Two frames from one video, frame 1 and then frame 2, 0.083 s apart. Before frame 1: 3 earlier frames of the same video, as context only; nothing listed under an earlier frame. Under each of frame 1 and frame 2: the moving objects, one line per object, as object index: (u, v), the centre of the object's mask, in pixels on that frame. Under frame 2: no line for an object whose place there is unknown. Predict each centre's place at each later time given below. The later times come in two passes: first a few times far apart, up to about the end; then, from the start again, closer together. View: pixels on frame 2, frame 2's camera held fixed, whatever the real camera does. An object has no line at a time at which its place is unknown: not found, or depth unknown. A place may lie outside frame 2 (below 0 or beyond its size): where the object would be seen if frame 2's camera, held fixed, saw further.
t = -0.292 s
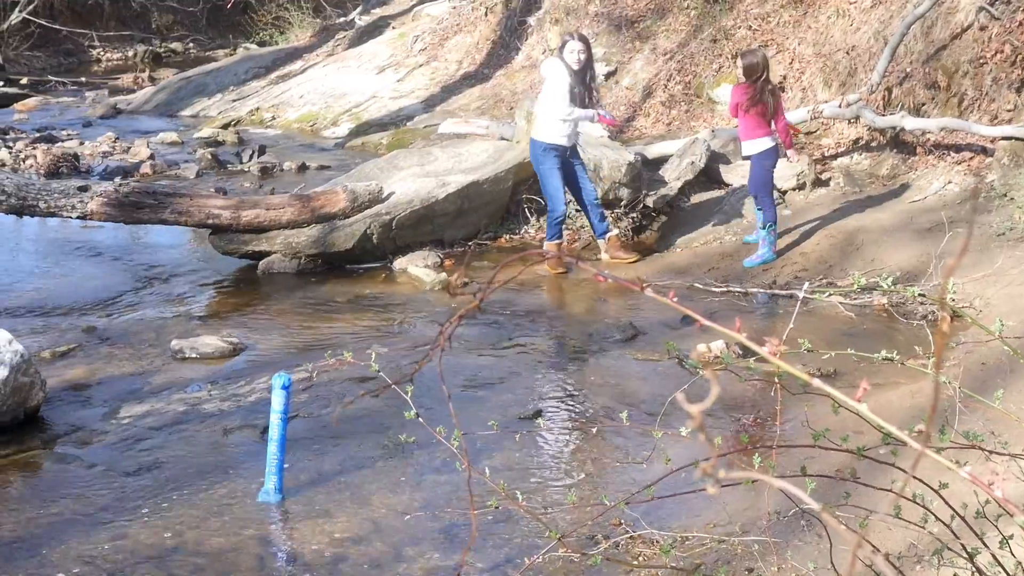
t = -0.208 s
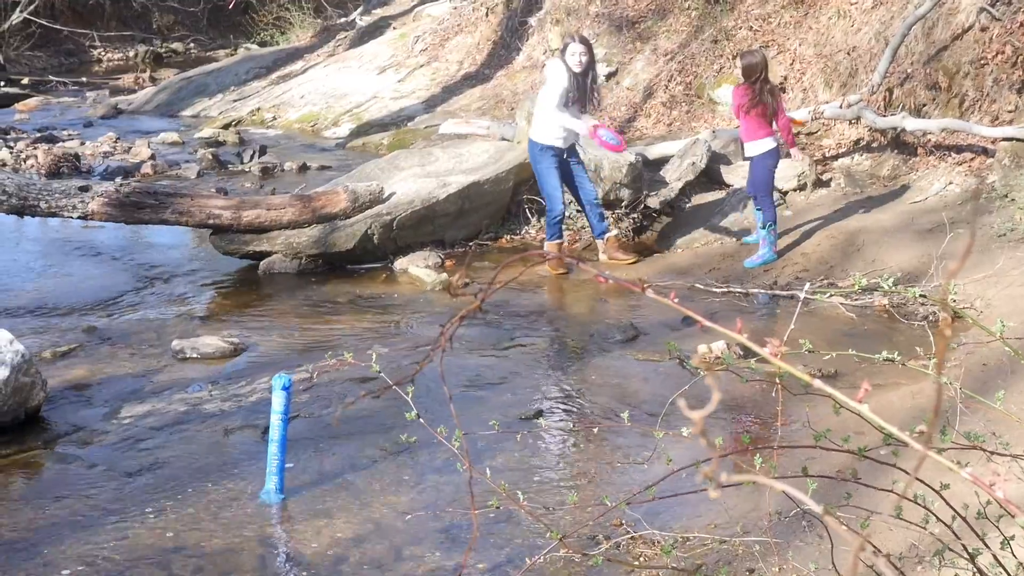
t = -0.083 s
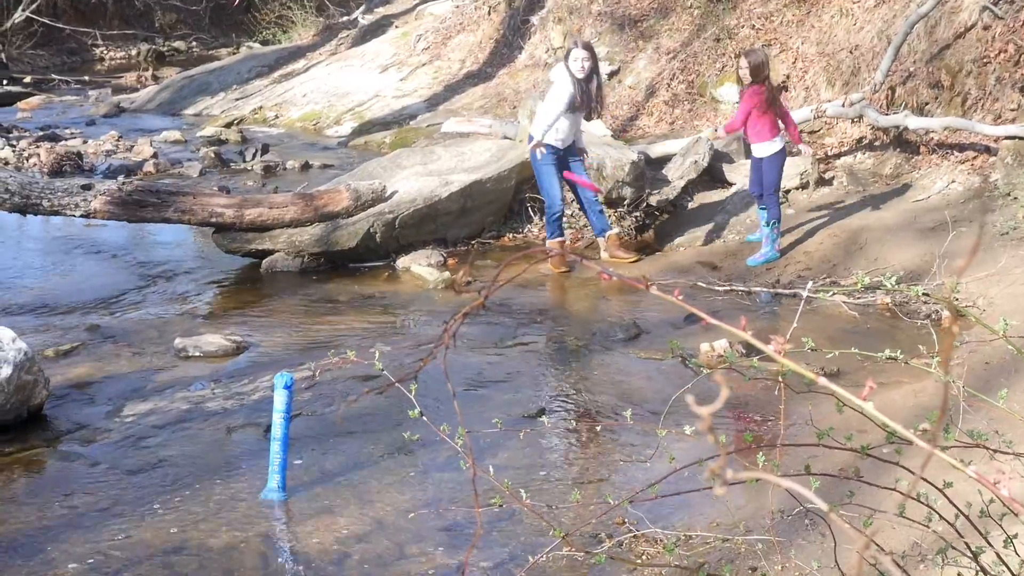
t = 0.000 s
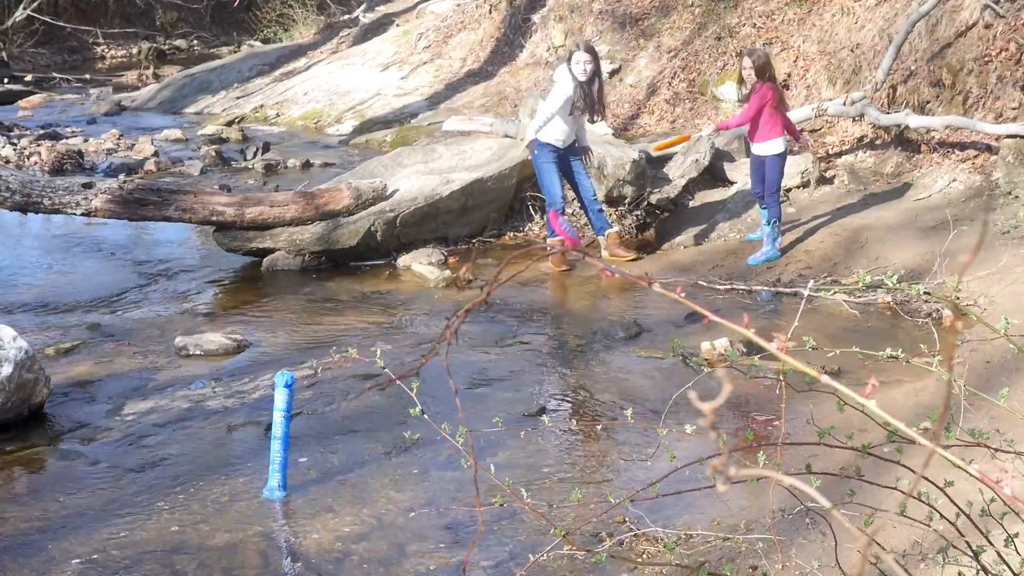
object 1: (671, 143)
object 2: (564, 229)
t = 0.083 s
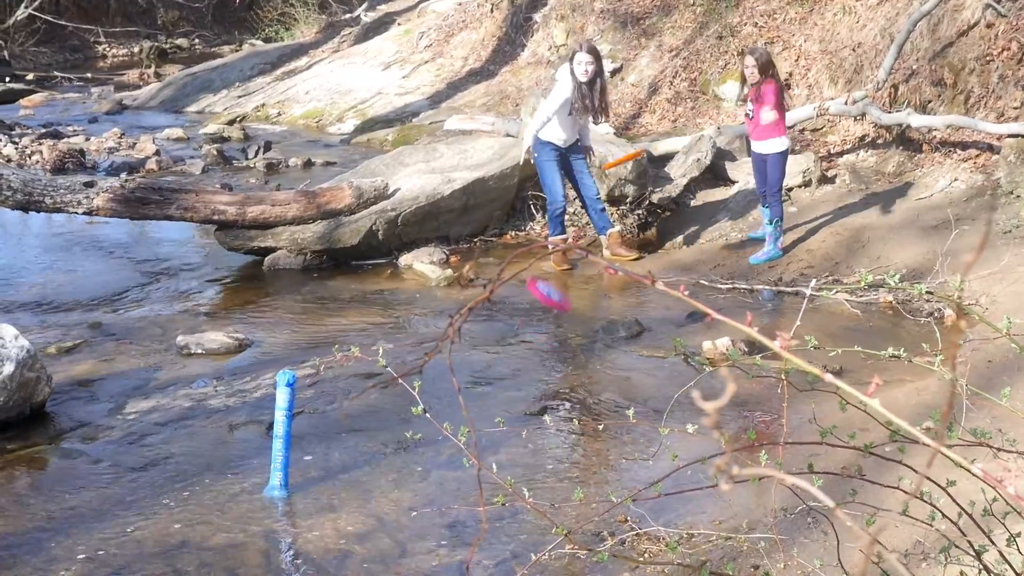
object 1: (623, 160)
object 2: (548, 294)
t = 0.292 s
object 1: (463, 264)
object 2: (521, 377)
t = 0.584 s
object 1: (203, 426)
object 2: (478, 431)
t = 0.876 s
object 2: (432, 461)
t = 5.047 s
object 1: (12, 538)
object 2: (390, 477)
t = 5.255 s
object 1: (29, 532)
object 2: (393, 474)
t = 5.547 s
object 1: (32, 528)
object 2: (398, 472)
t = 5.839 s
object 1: (39, 522)
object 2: (404, 470)
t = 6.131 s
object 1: (37, 518)
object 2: (410, 467)
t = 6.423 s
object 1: (41, 514)
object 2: (416, 464)
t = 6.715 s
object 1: (59, 508)
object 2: (424, 461)
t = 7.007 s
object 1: (66, 504)
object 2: (431, 458)
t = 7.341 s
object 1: (74, 499)
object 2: (440, 454)
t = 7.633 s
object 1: (82, 495)
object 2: (449, 450)
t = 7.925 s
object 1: (92, 492)
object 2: (459, 446)
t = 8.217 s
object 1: (102, 489)
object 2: (470, 442)
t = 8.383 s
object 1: (108, 488)
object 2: (475, 439)
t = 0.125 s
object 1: (594, 173)
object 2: (538, 332)
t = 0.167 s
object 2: (533, 366)
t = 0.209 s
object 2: (534, 370)
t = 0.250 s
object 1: (499, 237)
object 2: (527, 373)
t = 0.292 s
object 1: (463, 264)
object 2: (521, 377)
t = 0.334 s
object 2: (516, 384)
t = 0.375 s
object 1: (381, 336)
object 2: (511, 395)
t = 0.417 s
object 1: (335, 376)
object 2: (506, 408)
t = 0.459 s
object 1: (311, 404)
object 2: (499, 420)
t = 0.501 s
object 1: (251, 413)
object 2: (492, 426)
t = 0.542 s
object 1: (235, 415)
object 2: (484, 428)
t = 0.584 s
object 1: (203, 426)
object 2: (478, 431)
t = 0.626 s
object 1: (166, 435)
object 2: (470, 435)
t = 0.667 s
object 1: (144, 454)
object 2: (463, 441)
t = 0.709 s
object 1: (131, 463)
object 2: (456, 447)
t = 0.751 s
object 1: (120, 472)
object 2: (448, 452)
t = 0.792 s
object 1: (110, 487)
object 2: (443, 456)
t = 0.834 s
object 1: (105, 501)
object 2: (437, 459)
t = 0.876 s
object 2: (432, 461)
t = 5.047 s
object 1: (12, 538)
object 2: (390, 477)
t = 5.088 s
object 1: (23, 535)
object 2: (391, 476)
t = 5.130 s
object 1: (29, 533)
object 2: (392, 475)
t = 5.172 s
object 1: (29, 532)
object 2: (393, 475)
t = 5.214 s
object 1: (28, 532)
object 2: (393, 475)
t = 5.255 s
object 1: (29, 532)
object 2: (393, 474)
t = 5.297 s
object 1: (30, 531)
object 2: (394, 474)
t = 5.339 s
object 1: (29, 531)
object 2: (395, 474)
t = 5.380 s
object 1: (29, 530)
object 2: (395, 473)
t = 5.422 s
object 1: (30, 530)
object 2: (396, 473)
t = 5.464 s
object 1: (31, 529)
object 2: (397, 473)
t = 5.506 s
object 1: (31, 528)
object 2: (398, 472)
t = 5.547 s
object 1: (32, 528)
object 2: (398, 472)
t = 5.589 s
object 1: (33, 527)
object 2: (399, 472)
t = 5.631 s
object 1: (33, 526)
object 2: (400, 472)
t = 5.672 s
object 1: (34, 526)
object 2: (401, 471)
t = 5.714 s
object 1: (35, 525)
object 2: (402, 471)
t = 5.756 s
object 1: (37, 524)
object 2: (403, 471)
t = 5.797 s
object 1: (38, 523)
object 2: (403, 470)
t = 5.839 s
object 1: (39, 522)
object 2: (404, 470)
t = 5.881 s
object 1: (40, 522)
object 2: (405, 469)
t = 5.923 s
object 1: (40, 521)
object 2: (406, 469)
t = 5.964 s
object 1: (40, 520)
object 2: (407, 469)
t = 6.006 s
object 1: (39, 520)
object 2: (407, 468)
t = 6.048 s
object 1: (39, 519)
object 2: (408, 468)
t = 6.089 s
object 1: (38, 519)
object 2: (409, 467)
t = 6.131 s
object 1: (37, 518)
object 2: (410, 467)
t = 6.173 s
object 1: (35, 518)
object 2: (411, 467)
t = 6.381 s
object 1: (38, 515)
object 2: (415, 464)
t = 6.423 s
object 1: (41, 514)
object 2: (416, 464)
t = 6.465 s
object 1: (42, 514)
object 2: (417, 464)
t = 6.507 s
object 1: (45, 513)
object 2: (418, 463)
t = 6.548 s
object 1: (49, 512)
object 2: (419, 463)
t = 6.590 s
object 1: (53, 511)
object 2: (421, 462)
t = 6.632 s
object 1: (55, 510)
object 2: (422, 462)
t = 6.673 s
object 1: (58, 509)
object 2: (423, 461)
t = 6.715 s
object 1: (59, 508)
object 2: (424, 461)
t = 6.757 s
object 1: (61, 508)
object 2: (425, 461)
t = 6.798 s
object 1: (62, 507)
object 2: (426, 460)
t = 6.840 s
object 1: (64, 506)
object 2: (427, 460)
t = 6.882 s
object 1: (65, 506)
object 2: (428, 459)
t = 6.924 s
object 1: (65, 505)
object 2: (429, 459)
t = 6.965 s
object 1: (66, 505)
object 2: (430, 458)
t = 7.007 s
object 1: (66, 504)
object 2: (431, 458)
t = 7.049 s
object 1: (66, 504)
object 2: (432, 458)
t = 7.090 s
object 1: (66, 503)
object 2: (433, 457)
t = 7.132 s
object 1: (68, 503)
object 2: (434, 457)
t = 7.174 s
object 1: (69, 502)
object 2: (435, 456)
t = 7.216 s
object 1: (70, 501)
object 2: (437, 456)
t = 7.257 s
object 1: (71, 501)
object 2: (438, 455)
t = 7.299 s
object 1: (73, 500)
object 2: (439, 455)
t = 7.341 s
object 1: (74, 499)
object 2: (440, 454)
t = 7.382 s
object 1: (76, 498)
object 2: (441, 454)
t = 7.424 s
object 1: (77, 498)
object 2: (442, 453)
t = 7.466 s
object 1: (78, 498)
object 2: (444, 453)
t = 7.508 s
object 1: (79, 497)
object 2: (445, 452)
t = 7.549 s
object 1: (80, 496)
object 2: (446, 452)
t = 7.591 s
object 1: (81, 496)
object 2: (448, 451)
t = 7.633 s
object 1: (82, 495)
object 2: (449, 450)
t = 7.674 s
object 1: (84, 495)
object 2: (450, 450)
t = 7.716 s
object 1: (84, 495)
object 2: (451, 449)
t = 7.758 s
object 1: (85, 494)
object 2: (452, 448)
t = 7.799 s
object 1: (87, 494)
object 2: (454, 448)
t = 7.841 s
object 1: (88, 493)
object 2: (456, 447)
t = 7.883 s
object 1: (90, 492)
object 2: (457, 447)
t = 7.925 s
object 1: (92, 492)
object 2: (459, 446)
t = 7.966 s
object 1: (93, 491)
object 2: (461, 445)
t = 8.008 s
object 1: (95, 491)
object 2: (462, 445)
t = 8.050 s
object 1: (96, 490)
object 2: (464, 444)
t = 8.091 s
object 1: (97, 490)
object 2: (466, 443)
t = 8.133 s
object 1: (99, 489)
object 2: (467, 443)
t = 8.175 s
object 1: (101, 489)
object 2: (469, 442)
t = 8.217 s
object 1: (102, 489)
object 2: (470, 442)
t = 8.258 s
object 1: (104, 488)
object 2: (472, 441)
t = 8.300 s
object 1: (105, 488)
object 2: (473, 440)
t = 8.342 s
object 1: (107, 488)
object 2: (474, 440)
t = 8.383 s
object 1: (108, 488)
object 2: (475, 439)
